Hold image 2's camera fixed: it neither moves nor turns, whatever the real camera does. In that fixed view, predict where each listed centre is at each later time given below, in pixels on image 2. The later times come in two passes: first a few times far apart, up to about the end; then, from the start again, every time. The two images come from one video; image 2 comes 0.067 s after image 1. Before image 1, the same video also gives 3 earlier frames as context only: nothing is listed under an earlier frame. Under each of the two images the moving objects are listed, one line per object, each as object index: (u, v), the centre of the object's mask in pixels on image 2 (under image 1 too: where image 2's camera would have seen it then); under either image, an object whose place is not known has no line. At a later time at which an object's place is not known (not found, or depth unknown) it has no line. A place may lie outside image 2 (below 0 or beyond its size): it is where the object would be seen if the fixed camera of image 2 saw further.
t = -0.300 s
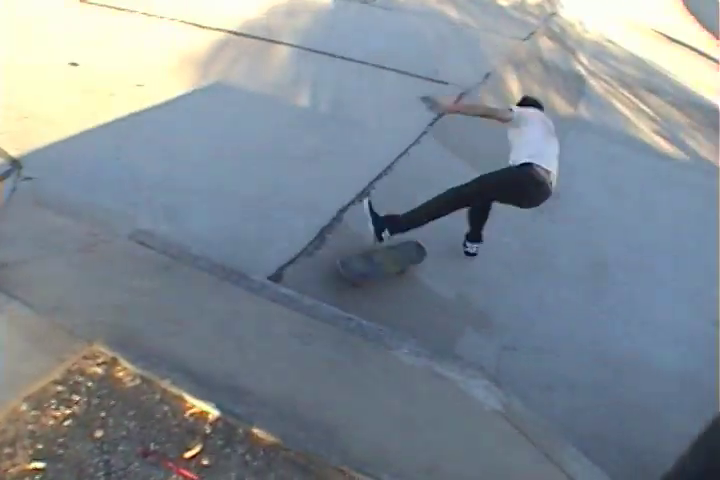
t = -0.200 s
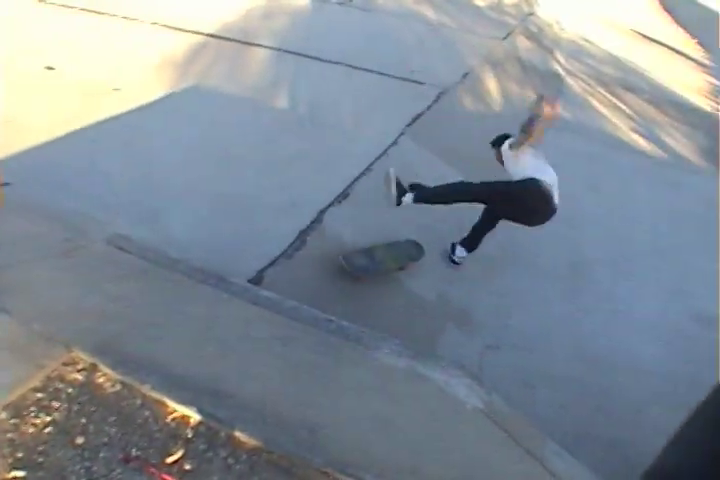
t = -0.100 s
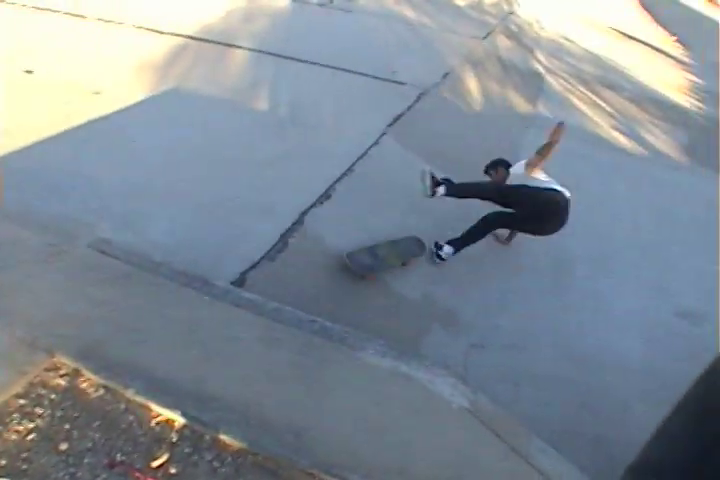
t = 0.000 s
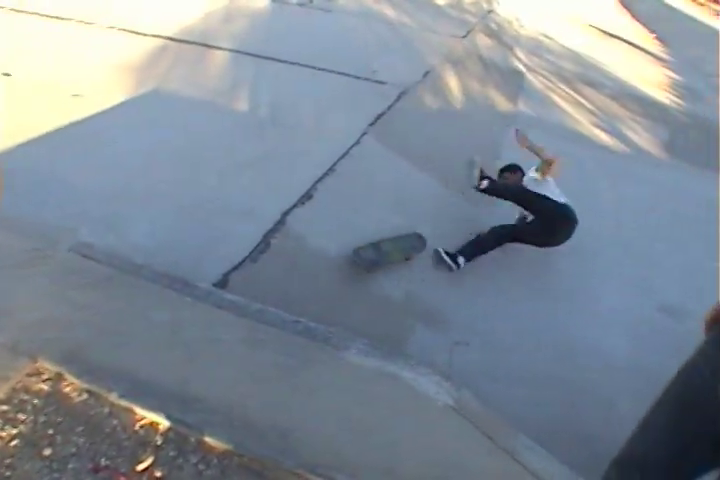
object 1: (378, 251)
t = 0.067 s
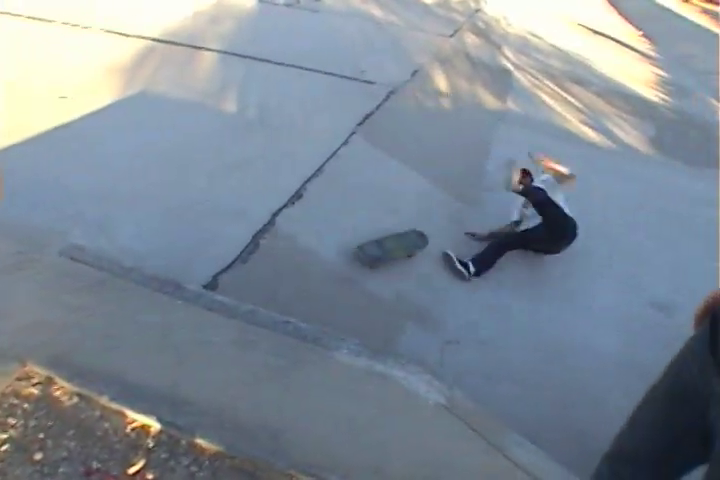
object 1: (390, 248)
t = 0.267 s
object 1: (429, 241)
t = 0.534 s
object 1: (482, 228)
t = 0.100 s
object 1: (396, 247)
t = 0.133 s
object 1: (403, 246)
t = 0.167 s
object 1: (409, 244)
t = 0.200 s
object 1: (416, 243)
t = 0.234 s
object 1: (422, 242)
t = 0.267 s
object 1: (429, 241)
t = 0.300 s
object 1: (436, 239)
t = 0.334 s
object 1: (443, 238)
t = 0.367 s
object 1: (449, 237)
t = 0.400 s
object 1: (457, 235)
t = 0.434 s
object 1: (463, 233)
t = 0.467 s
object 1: (469, 232)
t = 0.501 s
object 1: (475, 230)
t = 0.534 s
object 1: (482, 228)
